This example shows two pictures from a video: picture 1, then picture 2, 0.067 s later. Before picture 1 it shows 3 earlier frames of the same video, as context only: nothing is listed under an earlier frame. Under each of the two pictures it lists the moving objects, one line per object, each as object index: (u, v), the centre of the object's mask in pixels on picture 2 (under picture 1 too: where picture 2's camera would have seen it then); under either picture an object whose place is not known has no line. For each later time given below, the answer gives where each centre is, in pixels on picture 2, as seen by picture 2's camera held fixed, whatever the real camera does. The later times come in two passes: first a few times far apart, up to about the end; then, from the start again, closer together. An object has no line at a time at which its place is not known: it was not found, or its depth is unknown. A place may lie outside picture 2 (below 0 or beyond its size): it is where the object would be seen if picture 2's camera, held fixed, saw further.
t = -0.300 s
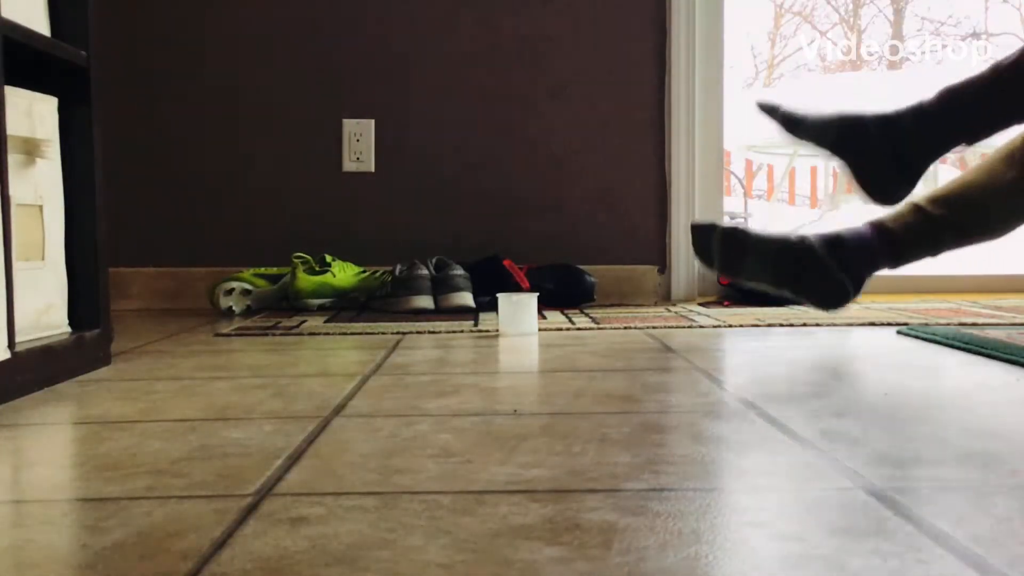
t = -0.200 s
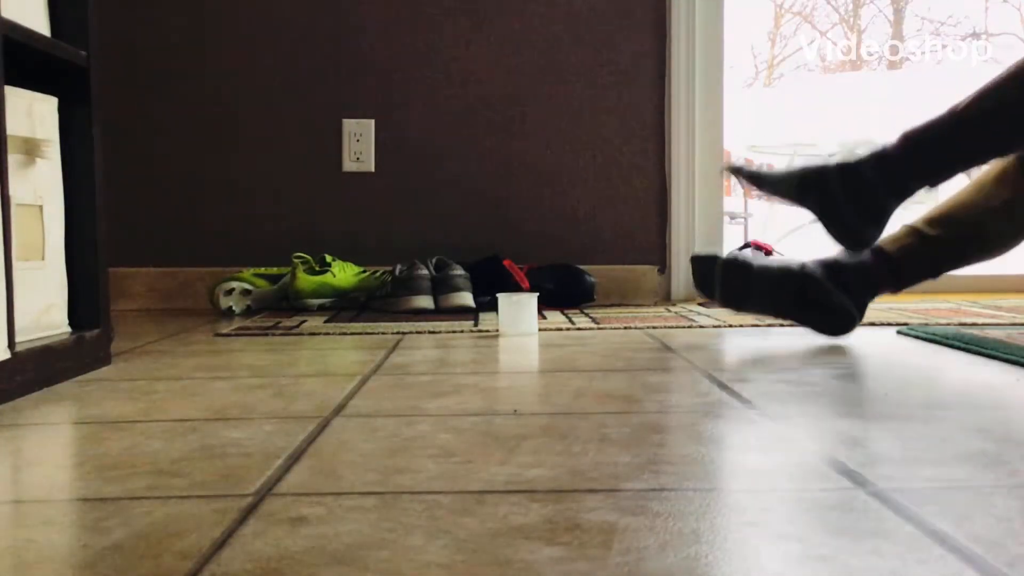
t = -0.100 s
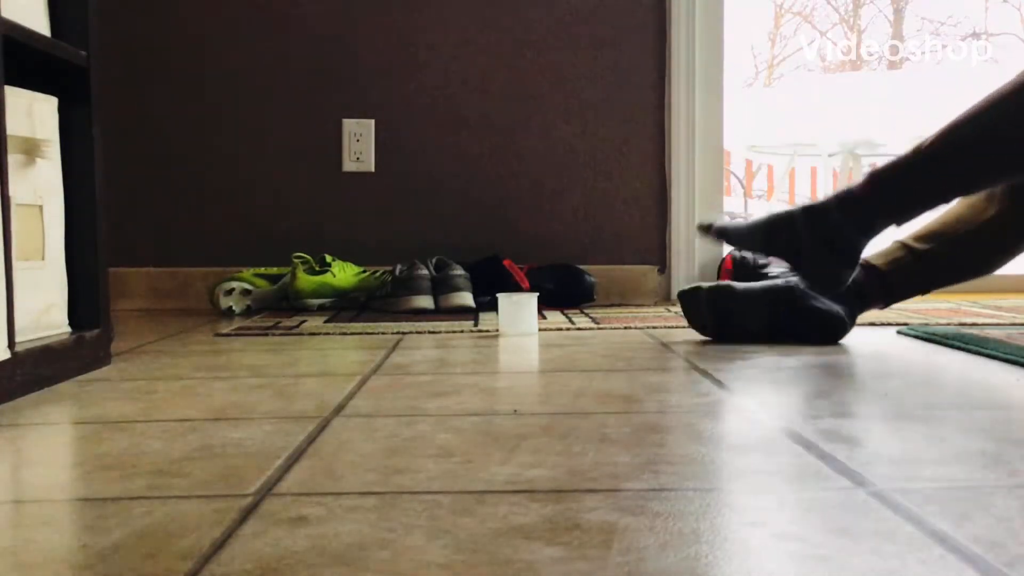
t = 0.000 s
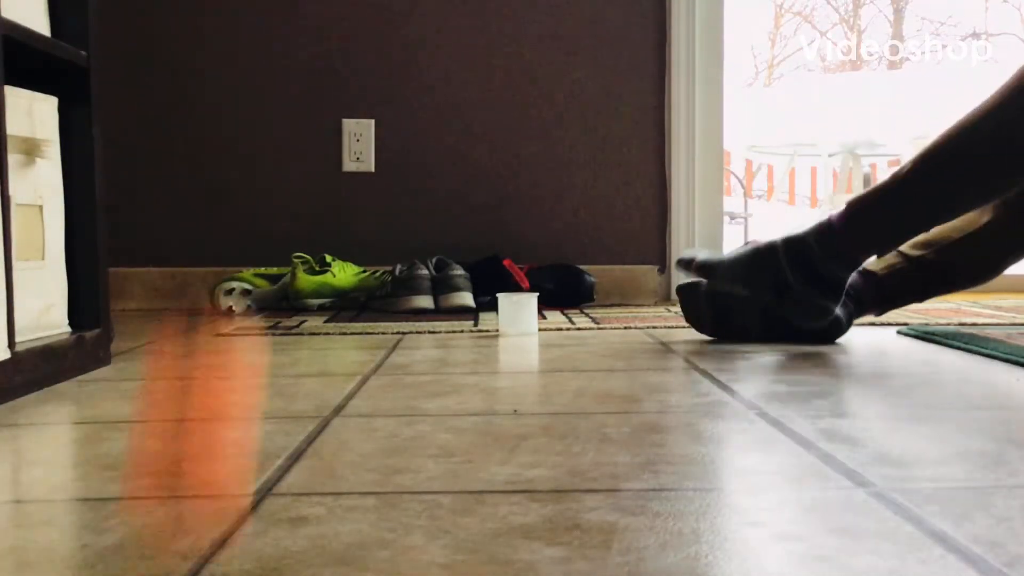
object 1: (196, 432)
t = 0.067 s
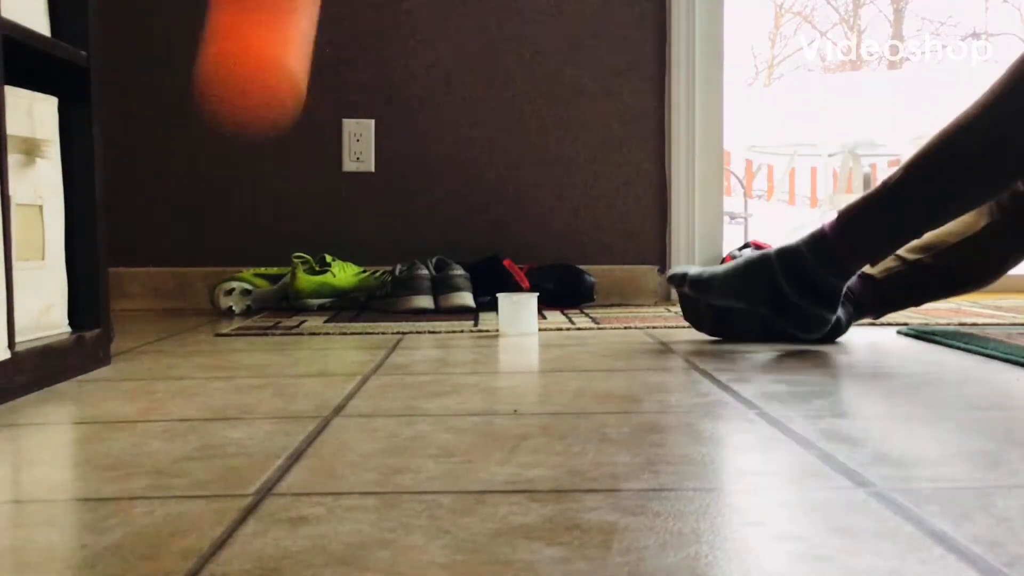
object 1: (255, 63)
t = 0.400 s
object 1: (442, 13)
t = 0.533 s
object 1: (475, 343)
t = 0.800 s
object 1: (496, 56)
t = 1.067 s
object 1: (515, 339)
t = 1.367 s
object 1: (521, 173)
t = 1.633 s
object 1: (523, 229)
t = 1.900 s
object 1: (520, 281)
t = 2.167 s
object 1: (518, 290)
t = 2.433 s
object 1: (513, 312)
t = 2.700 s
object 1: (519, 316)
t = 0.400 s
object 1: (442, 13)
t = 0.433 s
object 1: (448, 54)
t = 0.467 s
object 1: (457, 143)
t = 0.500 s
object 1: (466, 235)
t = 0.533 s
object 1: (475, 343)
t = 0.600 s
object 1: (483, 271)
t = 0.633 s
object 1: (484, 210)
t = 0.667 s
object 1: (486, 155)
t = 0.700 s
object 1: (489, 113)
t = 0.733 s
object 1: (491, 82)
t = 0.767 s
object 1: (493, 63)
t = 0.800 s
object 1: (496, 56)
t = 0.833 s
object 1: (498, 59)
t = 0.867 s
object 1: (501, 72)
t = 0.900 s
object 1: (503, 95)
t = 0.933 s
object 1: (506, 128)
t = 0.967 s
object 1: (508, 169)
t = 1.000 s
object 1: (510, 219)
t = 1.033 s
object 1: (513, 267)
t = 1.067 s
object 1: (515, 339)
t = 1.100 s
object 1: (515, 308)
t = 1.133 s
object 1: (516, 262)
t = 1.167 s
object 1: (516, 224)
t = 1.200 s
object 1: (516, 194)
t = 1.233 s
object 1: (517, 173)
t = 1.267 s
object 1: (518, 160)
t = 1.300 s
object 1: (519, 156)
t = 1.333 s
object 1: (520, 160)
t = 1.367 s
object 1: (521, 173)
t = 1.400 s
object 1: (522, 193)
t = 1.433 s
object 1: (523, 221)
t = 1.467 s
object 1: (524, 255)
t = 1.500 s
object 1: (525, 292)
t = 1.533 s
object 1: (525, 324)
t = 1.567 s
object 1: (524, 278)
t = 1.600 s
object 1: (524, 253)
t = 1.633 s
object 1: (523, 229)
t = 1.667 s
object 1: (523, 212)
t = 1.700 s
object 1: (522, 203)
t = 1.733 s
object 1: (522, 200)
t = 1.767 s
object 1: (522, 204)
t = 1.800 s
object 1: (521, 216)
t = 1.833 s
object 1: (521, 234)
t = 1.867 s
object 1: (521, 258)
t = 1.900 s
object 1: (520, 281)
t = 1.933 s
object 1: (518, 286)
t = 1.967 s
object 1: (514, 283)
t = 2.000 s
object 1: (519, 279)
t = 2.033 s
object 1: (525, 280)
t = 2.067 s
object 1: (526, 281)
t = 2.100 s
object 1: (524, 281)
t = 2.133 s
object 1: (522, 285)
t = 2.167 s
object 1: (518, 290)
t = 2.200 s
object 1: (515, 316)
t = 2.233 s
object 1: (517, 311)
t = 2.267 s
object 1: (520, 304)
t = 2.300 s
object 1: (520, 304)
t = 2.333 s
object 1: (518, 310)
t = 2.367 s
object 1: (516, 317)
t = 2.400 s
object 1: (514, 313)
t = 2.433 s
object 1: (513, 312)
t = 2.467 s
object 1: (513, 318)
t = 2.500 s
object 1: (515, 315)
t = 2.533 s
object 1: (517, 316)
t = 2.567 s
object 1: (519, 316)
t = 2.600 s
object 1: (519, 317)
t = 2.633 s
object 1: (519, 316)
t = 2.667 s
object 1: (518, 316)
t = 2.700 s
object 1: (519, 316)
